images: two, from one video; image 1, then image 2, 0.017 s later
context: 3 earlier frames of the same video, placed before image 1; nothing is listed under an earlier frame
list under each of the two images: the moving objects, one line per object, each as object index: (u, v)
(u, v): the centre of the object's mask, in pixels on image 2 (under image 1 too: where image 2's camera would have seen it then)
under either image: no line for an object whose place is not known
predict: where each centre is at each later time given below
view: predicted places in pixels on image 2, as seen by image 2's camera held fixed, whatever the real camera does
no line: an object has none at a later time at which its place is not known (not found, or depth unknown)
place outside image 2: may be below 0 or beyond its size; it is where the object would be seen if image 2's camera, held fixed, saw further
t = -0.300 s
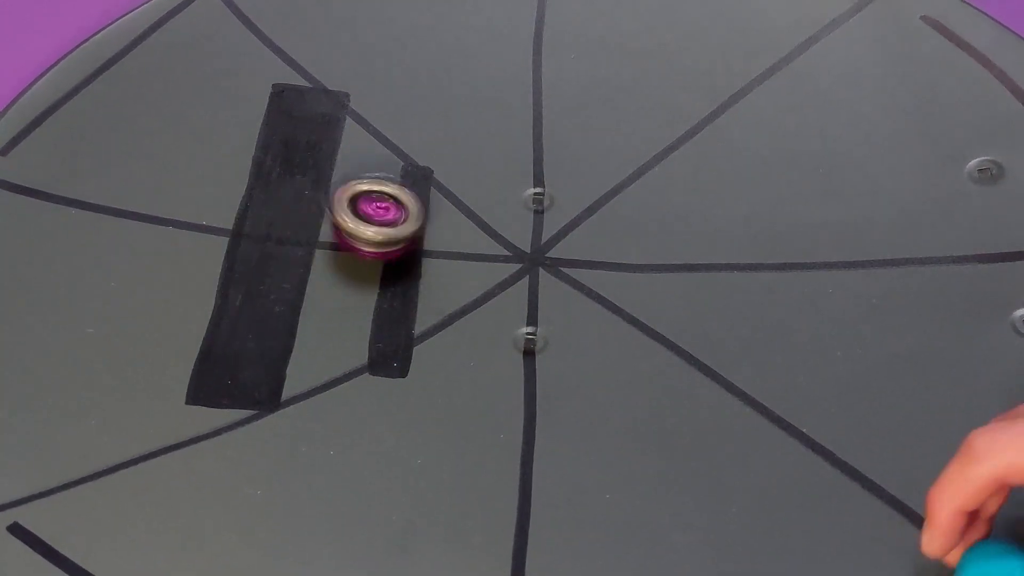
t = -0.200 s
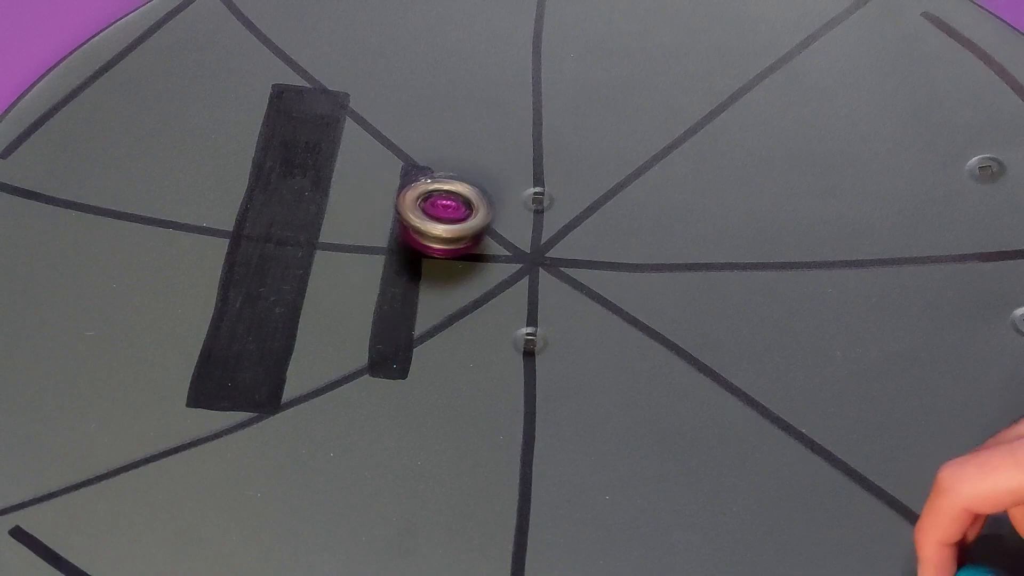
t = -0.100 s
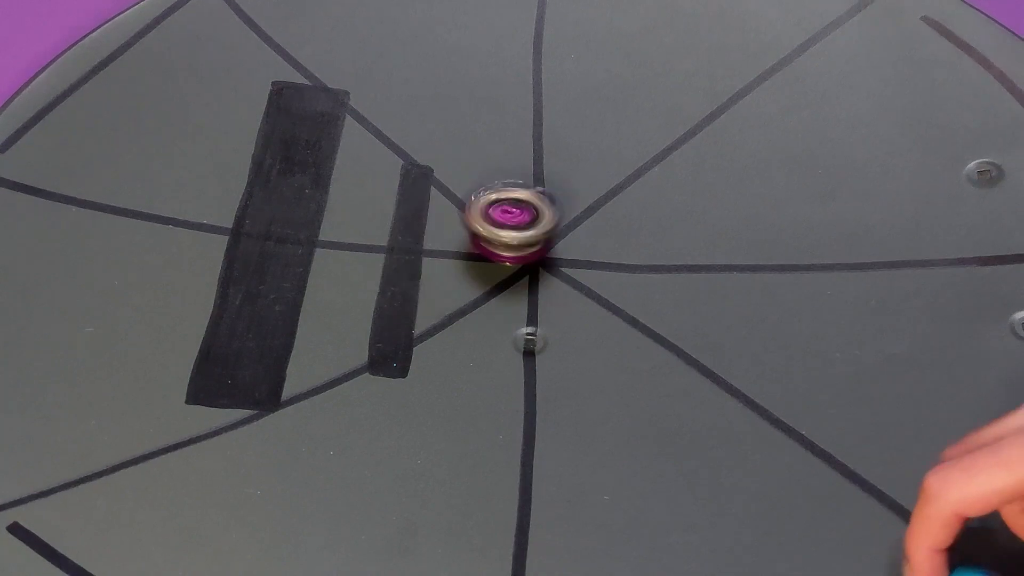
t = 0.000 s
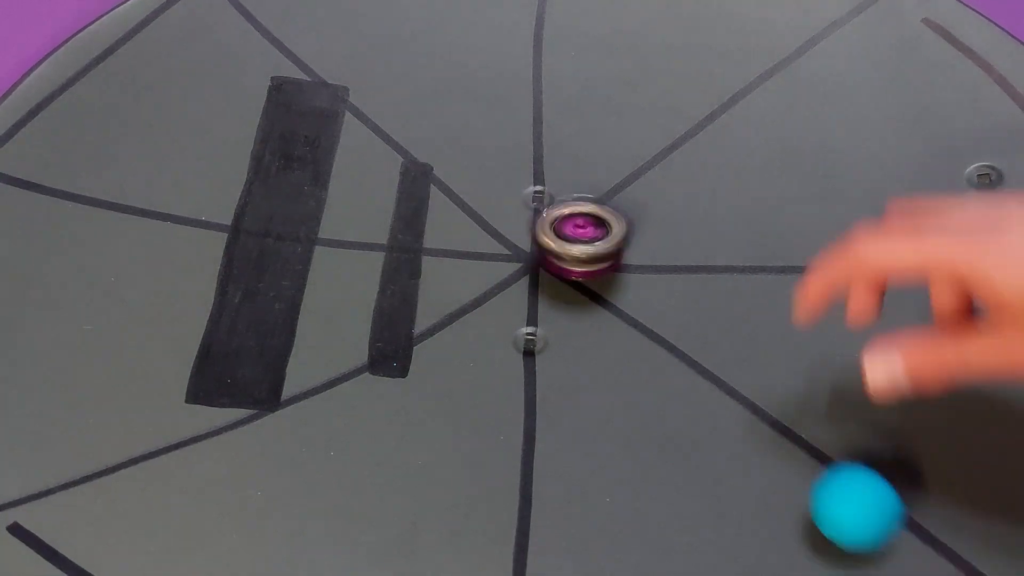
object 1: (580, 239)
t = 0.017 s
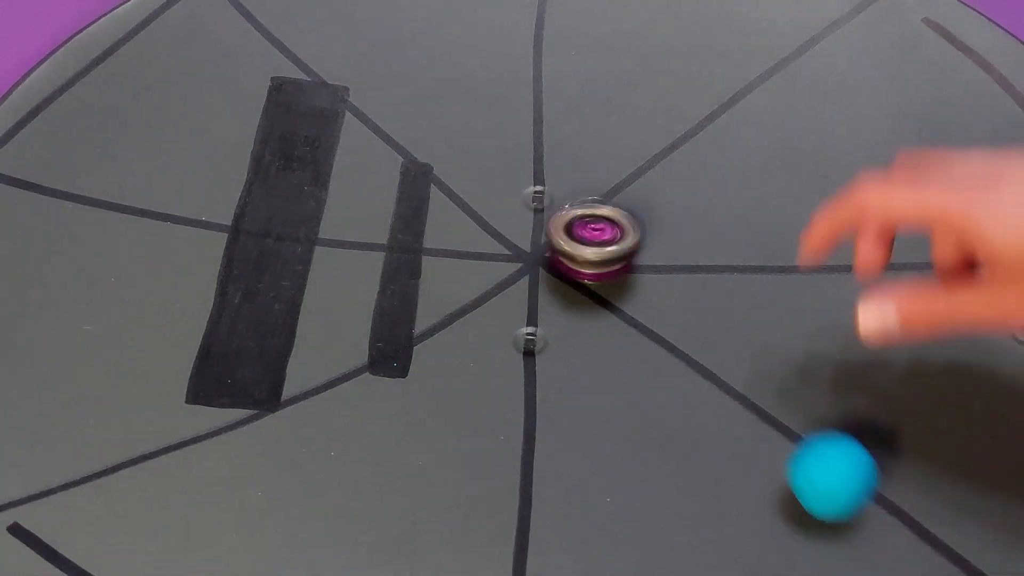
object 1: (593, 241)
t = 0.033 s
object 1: (603, 243)
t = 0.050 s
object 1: (615, 244)
